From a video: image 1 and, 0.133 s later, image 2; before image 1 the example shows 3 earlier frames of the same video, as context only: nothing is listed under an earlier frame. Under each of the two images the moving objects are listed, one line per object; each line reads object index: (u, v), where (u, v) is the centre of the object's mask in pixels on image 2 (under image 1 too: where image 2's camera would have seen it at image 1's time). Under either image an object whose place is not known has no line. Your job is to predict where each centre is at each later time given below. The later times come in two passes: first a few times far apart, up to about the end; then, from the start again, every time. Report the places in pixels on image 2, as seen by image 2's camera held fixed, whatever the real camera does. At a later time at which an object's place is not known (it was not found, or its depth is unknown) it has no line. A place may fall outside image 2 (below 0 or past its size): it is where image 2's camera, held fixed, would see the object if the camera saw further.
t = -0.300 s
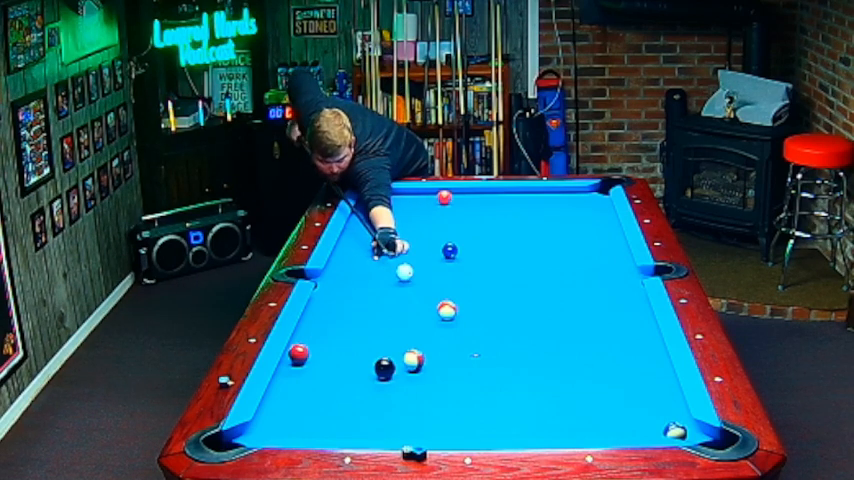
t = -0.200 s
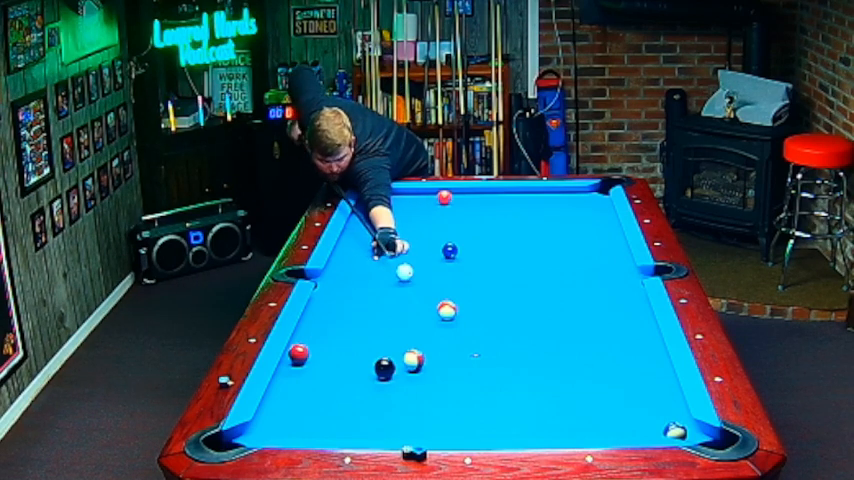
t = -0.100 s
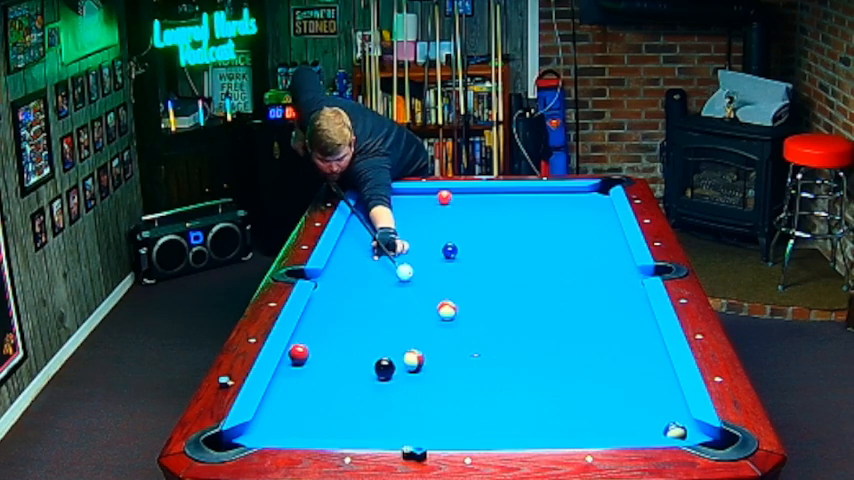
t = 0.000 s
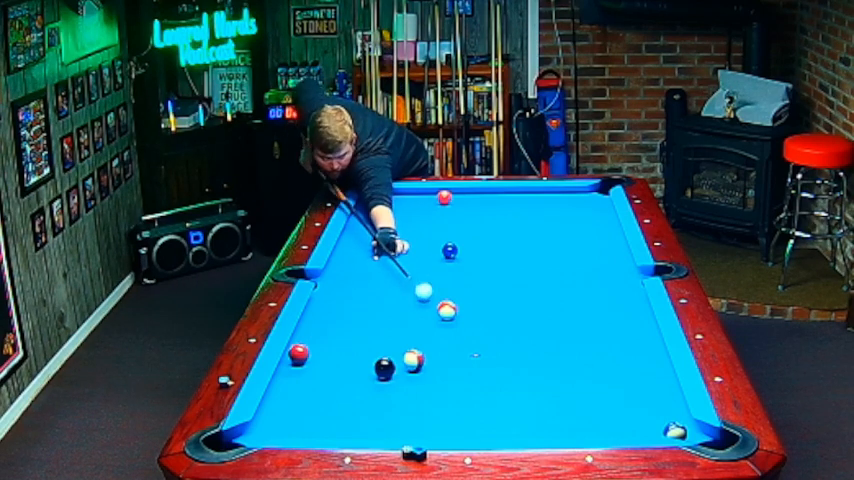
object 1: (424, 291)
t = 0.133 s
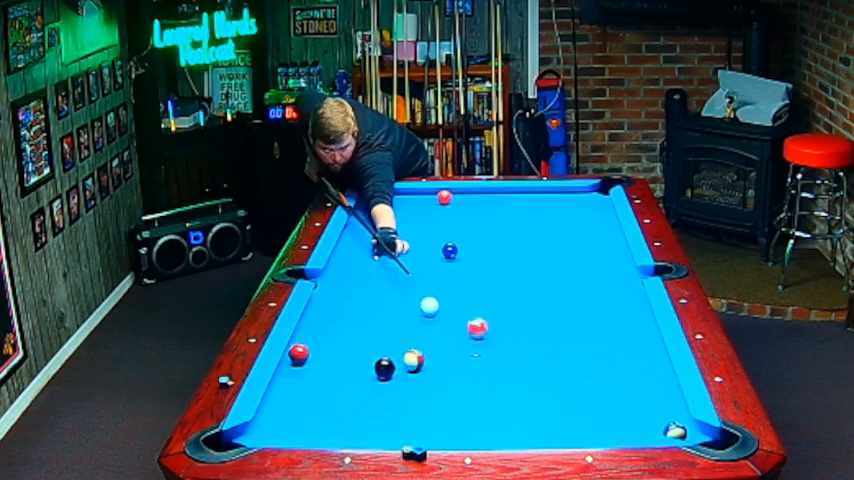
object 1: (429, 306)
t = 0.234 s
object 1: (422, 309)
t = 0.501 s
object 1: (404, 314)
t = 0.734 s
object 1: (389, 319)
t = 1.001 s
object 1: (373, 325)
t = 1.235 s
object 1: (360, 329)
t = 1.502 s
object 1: (346, 333)
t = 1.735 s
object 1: (335, 337)
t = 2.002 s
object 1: (325, 340)
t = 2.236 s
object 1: (317, 343)
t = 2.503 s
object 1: (310, 343)
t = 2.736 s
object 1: (308, 342)
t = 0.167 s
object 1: (427, 307)
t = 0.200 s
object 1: (424, 308)
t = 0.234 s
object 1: (422, 309)
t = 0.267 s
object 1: (420, 309)
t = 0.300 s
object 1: (417, 310)
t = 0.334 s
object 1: (415, 311)
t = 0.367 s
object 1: (413, 311)
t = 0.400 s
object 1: (411, 312)
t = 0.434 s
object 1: (409, 313)
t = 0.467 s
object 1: (406, 314)
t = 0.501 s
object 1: (404, 314)
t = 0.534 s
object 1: (402, 315)
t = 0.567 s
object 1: (400, 316)
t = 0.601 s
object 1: (397, 317)
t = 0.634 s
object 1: (395, 318)
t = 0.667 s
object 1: (393, 318)
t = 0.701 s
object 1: (391, 319)
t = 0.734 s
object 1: (389, 319)
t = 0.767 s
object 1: (387, 320)
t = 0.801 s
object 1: (385, 321)
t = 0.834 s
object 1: (383, 322)
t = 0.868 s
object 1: (381, 322)
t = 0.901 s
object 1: (379, 323)
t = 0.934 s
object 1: (377, 324)
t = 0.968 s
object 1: (375, 324)
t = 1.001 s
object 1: (373, 325)
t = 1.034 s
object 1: (371, 325)
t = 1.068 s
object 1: (369, 326)
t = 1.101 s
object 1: (367, 327)
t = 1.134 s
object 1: (365, 327)
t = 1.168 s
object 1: (364, 328)
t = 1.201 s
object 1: (362, 328)
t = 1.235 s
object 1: (360, 329)
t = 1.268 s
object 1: (358, 330)
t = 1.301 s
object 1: (356, 330)
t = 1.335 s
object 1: (355, 331)
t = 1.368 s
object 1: (353, 331)
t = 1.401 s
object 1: (351, 332)
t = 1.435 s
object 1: (350, 333)
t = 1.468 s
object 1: (348, 333)
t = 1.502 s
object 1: (346, 333)
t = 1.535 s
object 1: (345, 334)
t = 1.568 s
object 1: (343, 335)
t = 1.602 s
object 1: (342, 335)
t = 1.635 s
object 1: (340, 335)
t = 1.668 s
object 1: (338, 336)
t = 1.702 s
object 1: (337, 336)
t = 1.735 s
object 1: (335, 337)
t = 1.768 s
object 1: (334, 337)
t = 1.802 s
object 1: (333, 338)
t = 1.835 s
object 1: (331, 338)
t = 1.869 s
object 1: (330, 338)
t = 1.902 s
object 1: (328, 339)
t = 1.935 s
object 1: (327, 339)
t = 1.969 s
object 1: (326, 340)
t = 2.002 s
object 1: (325, 340)
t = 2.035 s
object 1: (324, 340)
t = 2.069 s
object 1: (322, 341)
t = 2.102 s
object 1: (321, 341)
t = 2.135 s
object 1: (320, 342)
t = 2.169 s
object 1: (319, 342)
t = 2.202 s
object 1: (318, 342)
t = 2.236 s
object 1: (317, 343)
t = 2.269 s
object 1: (316, 343)
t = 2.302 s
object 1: (315, 343)
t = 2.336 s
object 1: (314, 343)
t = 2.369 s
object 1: (314, 343)
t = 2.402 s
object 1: (313, 343)
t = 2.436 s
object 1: (312, 343)
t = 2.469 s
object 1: (312, 343)
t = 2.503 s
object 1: (310, 343)
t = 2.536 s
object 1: (310, 343)
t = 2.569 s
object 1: (310, 343)
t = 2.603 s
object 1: (309, 343)
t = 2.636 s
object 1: (309, 343)
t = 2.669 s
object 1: (309, 343)
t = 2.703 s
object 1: (308, 343)
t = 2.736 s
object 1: (308, 342)
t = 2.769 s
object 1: (308, 342)
